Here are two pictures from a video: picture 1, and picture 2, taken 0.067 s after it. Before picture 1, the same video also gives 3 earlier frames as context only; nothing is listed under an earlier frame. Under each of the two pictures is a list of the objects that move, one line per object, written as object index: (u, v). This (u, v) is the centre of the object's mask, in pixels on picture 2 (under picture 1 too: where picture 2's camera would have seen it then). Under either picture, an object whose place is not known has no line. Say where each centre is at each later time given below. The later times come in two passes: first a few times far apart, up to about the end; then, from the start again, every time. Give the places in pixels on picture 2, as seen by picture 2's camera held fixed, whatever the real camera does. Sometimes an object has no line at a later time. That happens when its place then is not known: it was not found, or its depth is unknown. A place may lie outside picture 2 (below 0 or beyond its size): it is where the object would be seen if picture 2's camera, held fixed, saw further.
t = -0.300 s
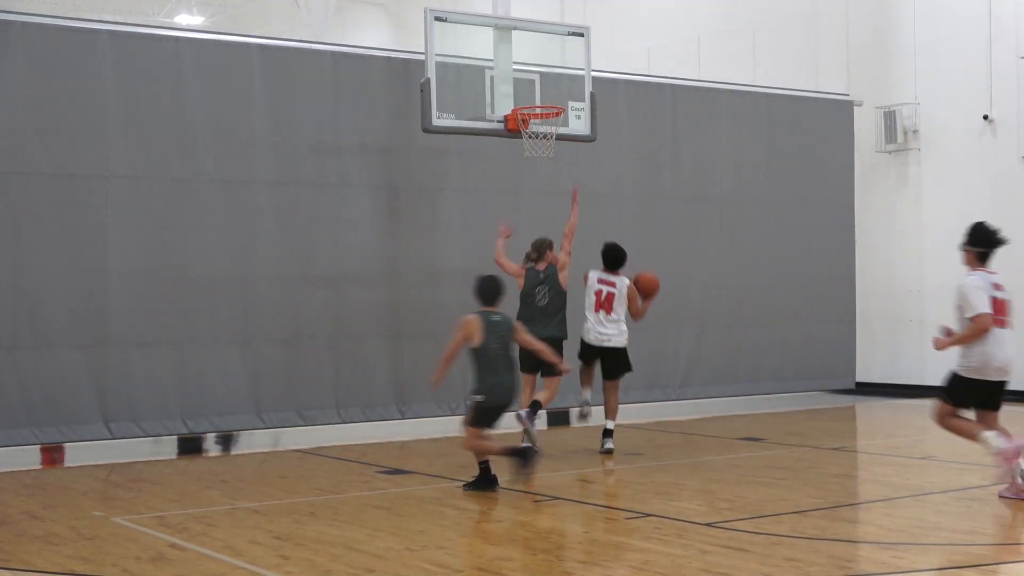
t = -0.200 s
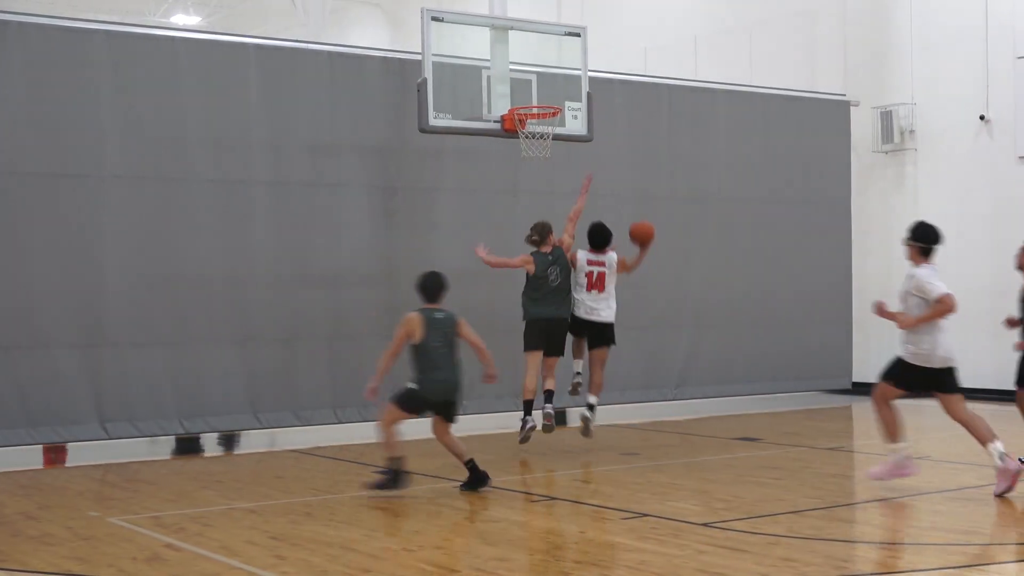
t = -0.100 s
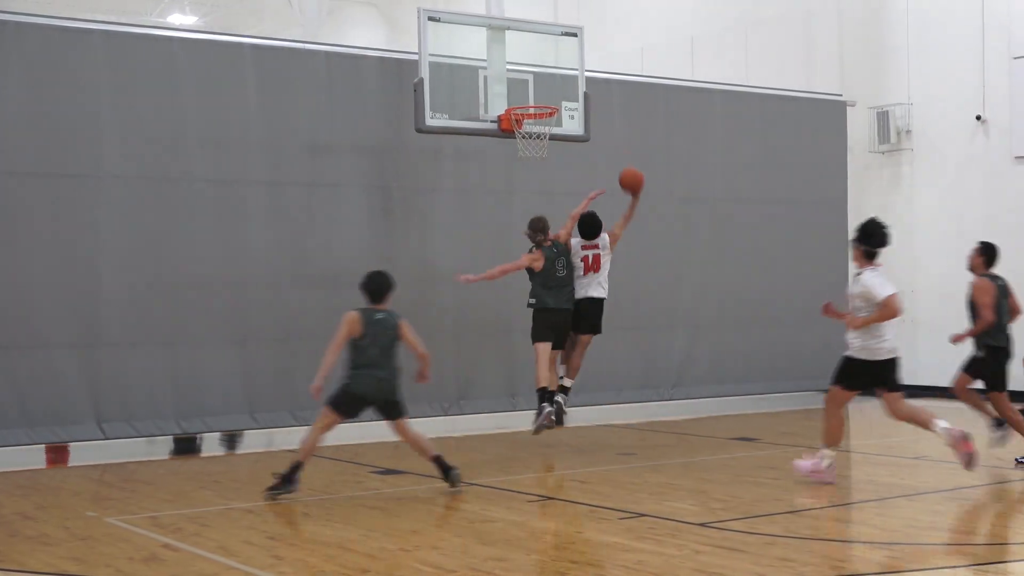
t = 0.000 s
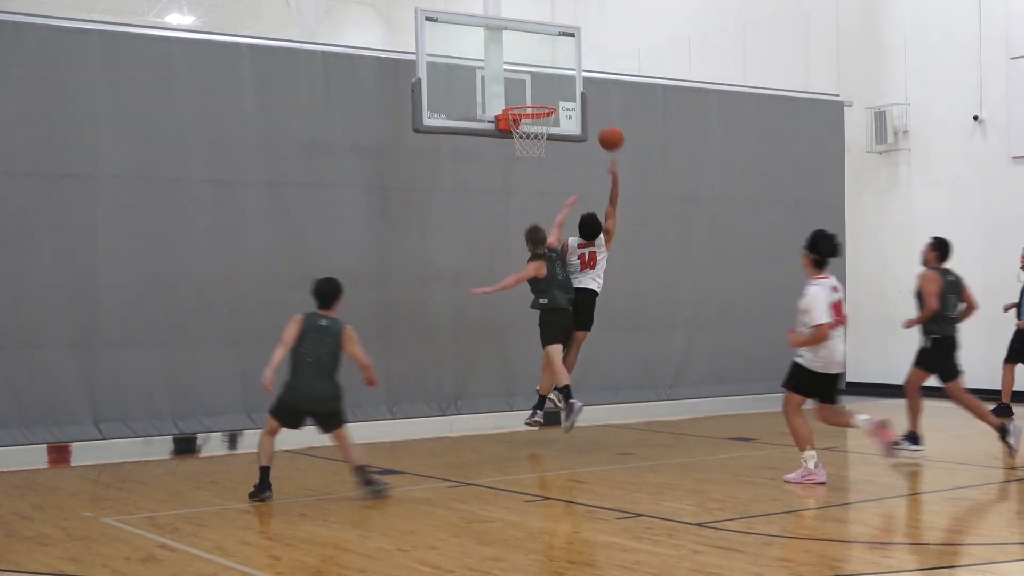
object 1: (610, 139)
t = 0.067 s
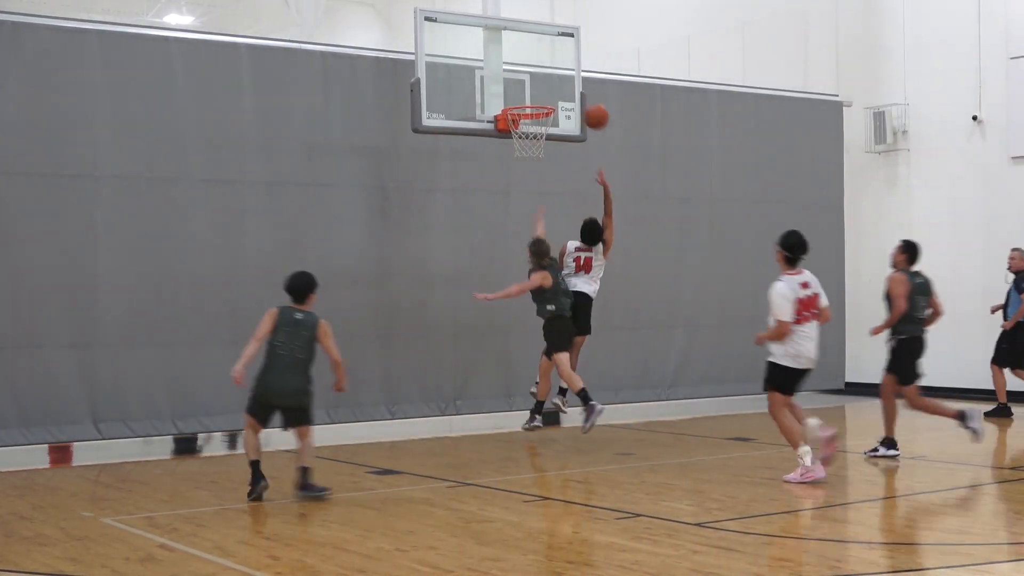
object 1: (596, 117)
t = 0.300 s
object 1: (547, 76)
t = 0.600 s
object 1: (523, 98)
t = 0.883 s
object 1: (529, 165)
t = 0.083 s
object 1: (593, 112)
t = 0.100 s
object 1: (589, 107)
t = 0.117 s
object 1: (586, 103)
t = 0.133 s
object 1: (582, 99)
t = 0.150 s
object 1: (578, 95)
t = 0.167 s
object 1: (575, 92)
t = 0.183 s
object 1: (571, 89)
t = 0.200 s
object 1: (568, 86)
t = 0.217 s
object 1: (564, 84)
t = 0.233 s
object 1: (560, 82)
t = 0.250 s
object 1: (557, 80)
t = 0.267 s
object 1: (554, 78)
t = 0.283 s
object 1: (550, 77)
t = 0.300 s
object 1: (547, 76)
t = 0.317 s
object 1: (543, 75)
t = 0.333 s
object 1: (541, 74)
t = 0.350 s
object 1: (540, 74)
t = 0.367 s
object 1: (539, 73)
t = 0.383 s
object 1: (538, 74)
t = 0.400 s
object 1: (536, 74)
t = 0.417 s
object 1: (535, 75)
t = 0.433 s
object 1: (534, 76)
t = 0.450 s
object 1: (533, 77)
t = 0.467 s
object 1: (532, 78)
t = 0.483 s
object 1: (531, 80)
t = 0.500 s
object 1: (530, 83)
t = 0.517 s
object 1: (529, 85)
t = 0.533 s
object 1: (527, 88)
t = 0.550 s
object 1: (526, 91)
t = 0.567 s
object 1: (525, 94)
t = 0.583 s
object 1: (524, 96)
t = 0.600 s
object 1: (523, 98)
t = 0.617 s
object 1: (522, 106)
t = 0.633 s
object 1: (522, 112)
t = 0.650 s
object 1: (519, 118)
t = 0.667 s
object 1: (518, 121)
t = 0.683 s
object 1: (518, 125)
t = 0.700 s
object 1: (518, 128)
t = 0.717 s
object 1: (519, 133)
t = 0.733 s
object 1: (519, 133)
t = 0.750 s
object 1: (521, 137)
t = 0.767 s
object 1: (521, 139)
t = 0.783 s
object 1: (523, 146)
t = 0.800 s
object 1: (524, 147)
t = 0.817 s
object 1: (525, 149)
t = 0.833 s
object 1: (526, 152)
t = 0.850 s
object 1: (527, 156)
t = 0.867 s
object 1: (528, 160)
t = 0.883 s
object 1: (529, 165)
